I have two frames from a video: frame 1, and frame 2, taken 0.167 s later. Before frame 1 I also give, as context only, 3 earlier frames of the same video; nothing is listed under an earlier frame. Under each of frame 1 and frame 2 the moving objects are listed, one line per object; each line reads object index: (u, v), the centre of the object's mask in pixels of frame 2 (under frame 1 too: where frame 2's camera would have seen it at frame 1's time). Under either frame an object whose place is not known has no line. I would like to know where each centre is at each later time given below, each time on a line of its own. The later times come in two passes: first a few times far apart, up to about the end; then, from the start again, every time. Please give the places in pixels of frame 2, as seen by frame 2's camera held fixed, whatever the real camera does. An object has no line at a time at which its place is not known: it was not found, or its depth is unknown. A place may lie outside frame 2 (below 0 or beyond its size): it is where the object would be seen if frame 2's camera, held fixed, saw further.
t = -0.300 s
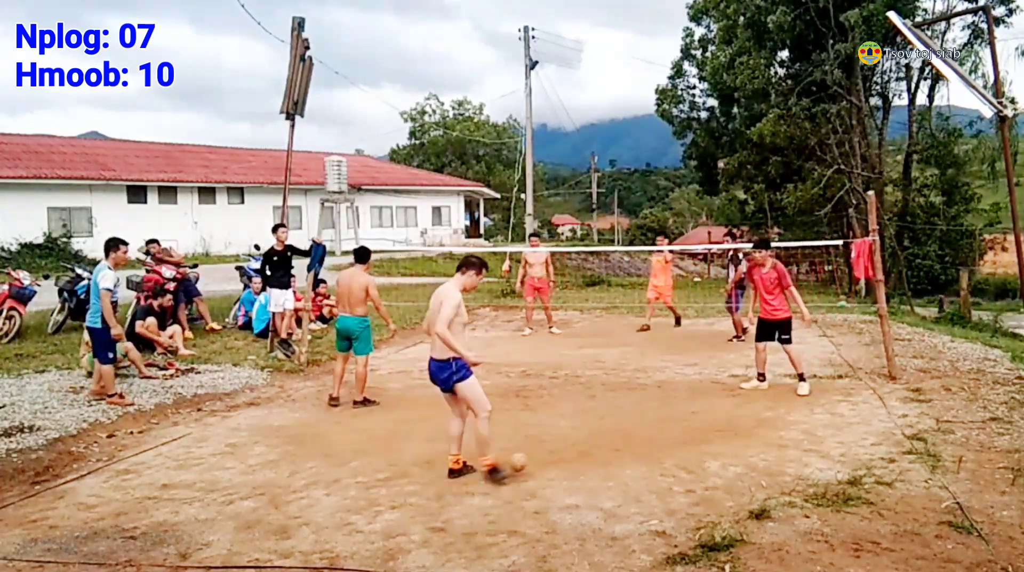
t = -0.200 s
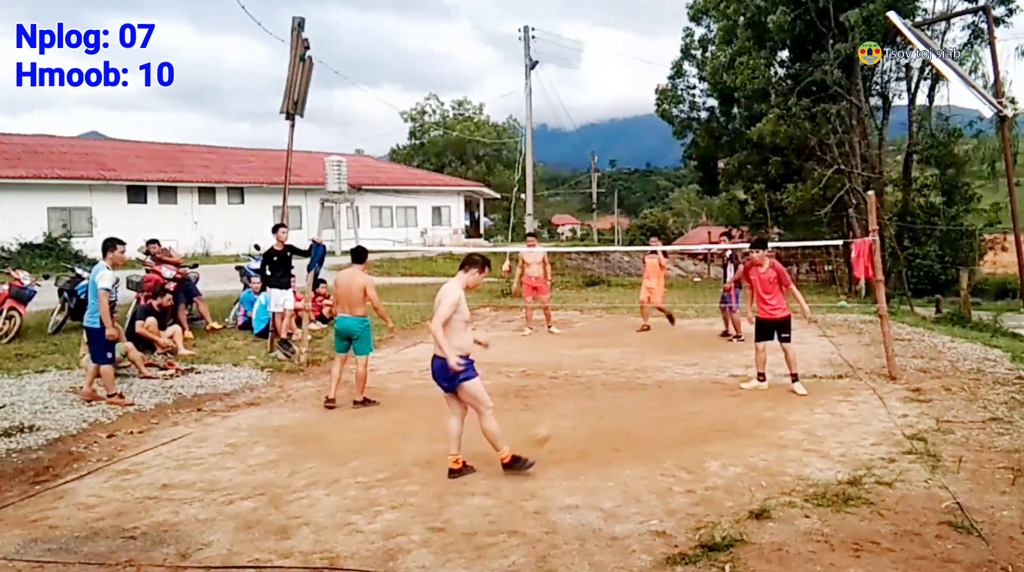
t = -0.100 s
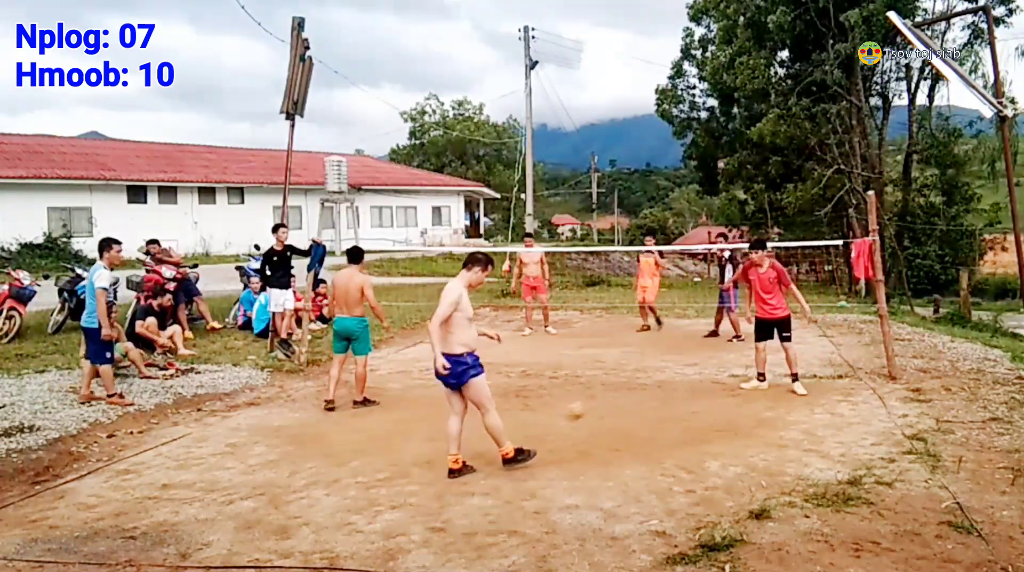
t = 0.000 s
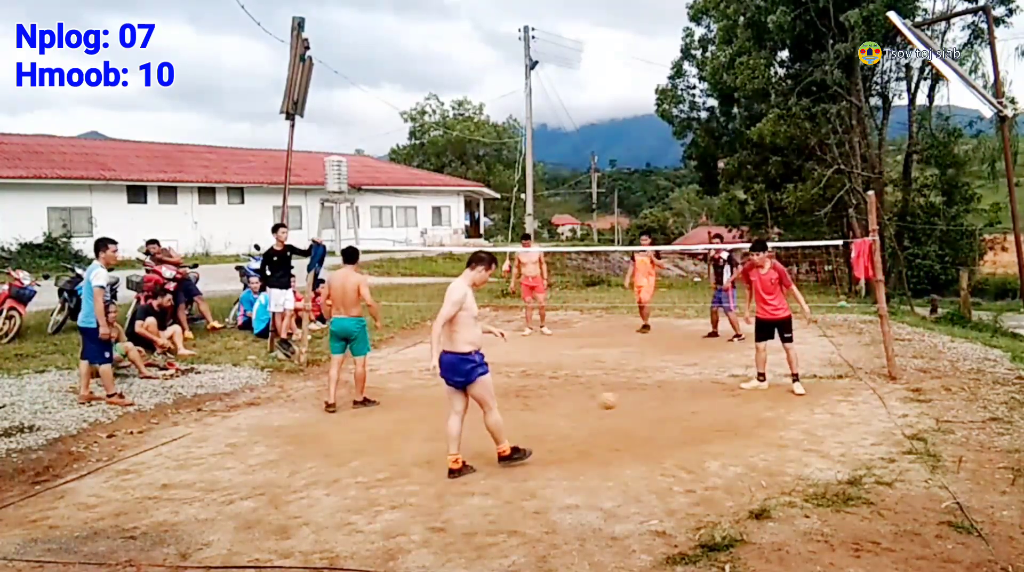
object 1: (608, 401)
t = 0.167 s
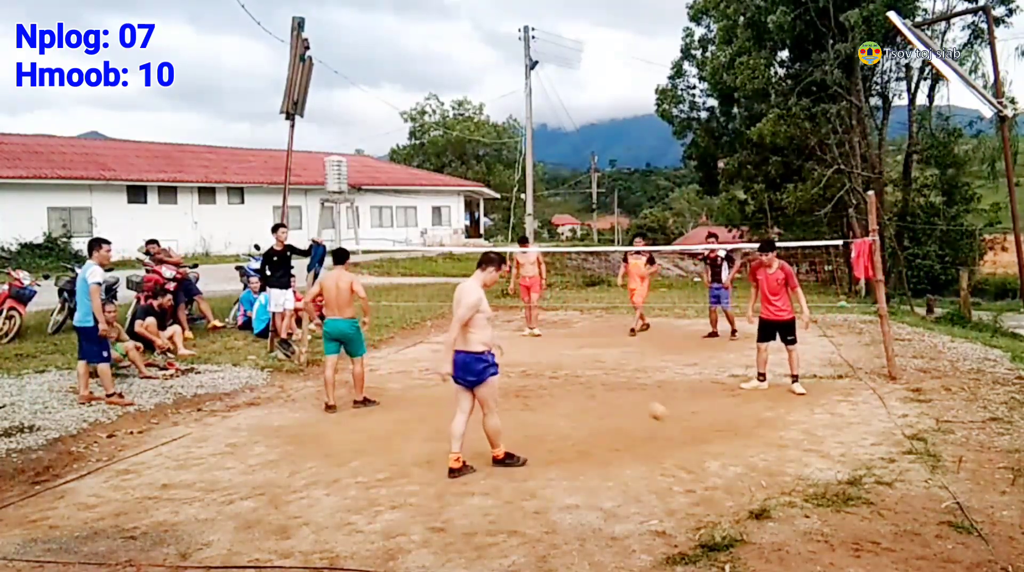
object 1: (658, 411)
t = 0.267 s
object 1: (684, 431)
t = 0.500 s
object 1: (710, 413)
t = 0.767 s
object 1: (740, 419)
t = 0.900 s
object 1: (755, 415)
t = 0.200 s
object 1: (667, 418)
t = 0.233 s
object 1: (677, 425)
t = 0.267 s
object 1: (684, 431)
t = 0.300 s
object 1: (689, 424)
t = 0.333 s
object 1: (692, 419)
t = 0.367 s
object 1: (696, 415)
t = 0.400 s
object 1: (699, 413)
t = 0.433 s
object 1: (703, 412)
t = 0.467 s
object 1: (706, 412)
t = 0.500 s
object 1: (710, 413)
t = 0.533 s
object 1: (714, 416)
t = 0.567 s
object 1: (717, 421)
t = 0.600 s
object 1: (721, 424)
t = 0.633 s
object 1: (725, 421)
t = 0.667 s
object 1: (729, 419)
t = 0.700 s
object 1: (733, 418)
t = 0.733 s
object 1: (737, 419)
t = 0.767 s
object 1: (740, 419)
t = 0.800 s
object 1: (744, 418)
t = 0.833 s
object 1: (748, 417)
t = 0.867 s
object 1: (752, 417)
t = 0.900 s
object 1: (755, 415)
